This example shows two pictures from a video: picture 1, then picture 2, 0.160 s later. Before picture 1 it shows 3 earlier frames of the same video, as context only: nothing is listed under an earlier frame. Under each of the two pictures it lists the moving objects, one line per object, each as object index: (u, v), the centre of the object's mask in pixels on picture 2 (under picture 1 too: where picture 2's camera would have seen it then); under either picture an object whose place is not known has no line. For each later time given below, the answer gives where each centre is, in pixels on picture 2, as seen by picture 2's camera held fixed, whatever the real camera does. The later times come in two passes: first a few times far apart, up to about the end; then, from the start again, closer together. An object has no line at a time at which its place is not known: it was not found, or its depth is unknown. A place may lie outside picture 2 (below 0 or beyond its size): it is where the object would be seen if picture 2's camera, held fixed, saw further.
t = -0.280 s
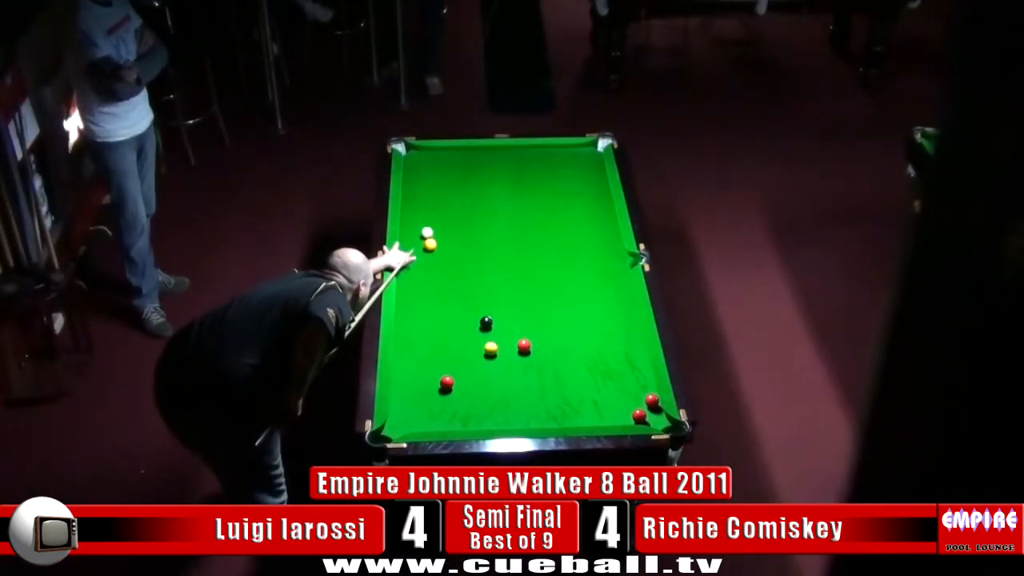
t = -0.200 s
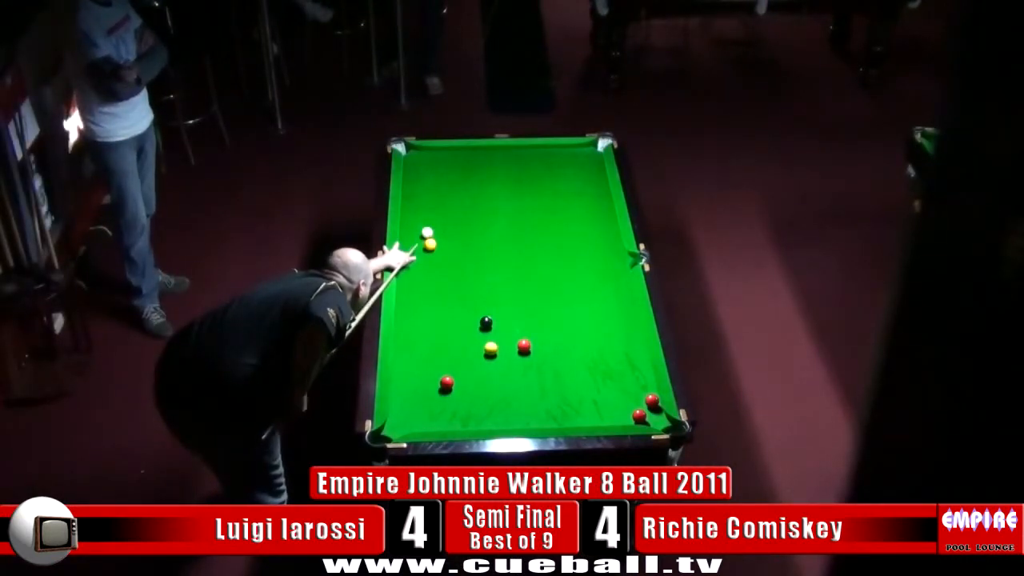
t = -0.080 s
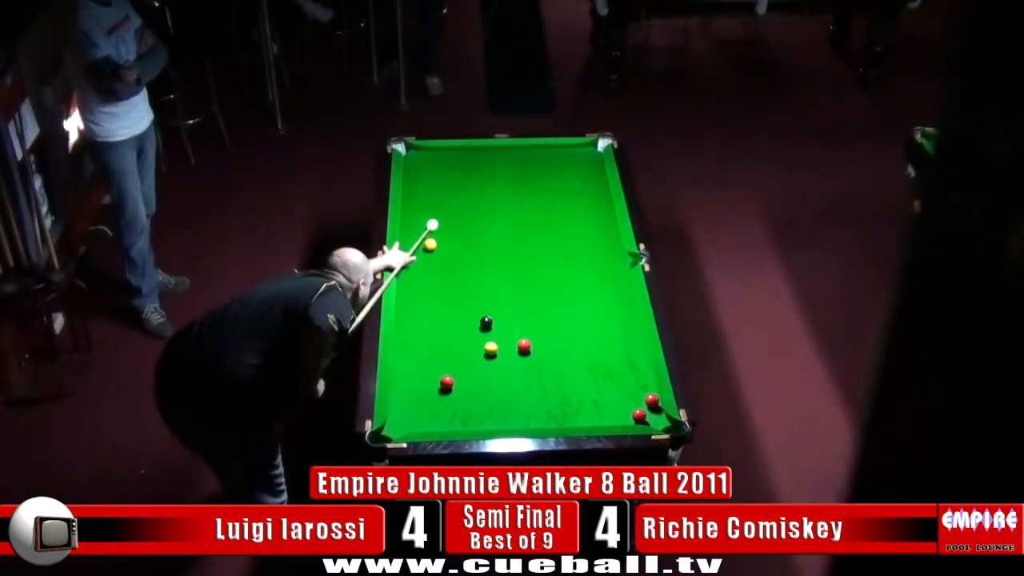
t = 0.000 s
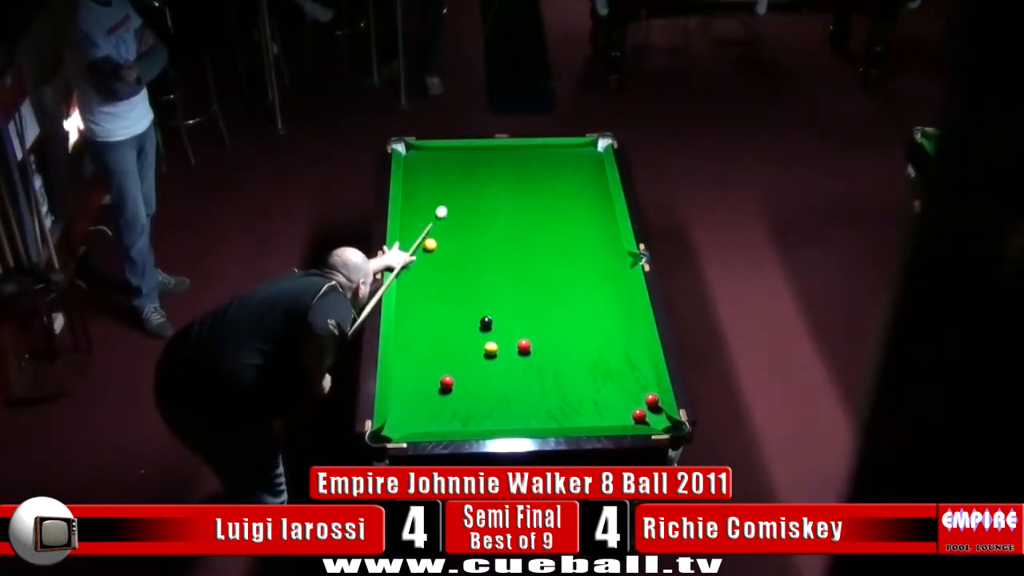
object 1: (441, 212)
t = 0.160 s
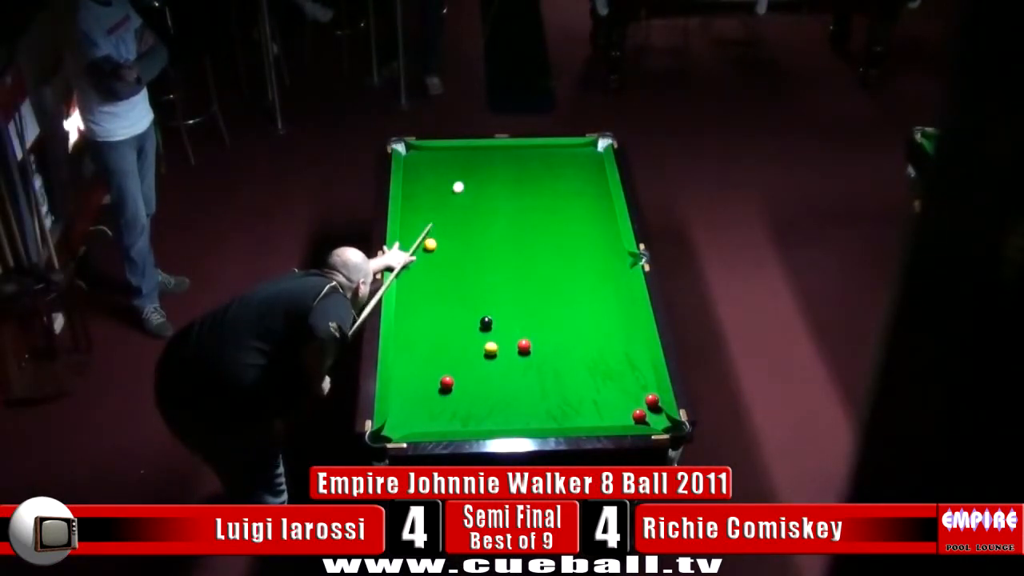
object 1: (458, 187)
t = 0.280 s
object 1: (470, 170)
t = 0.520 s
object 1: (489, 155)
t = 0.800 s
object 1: (507, 175)
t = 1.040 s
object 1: (522, 194)
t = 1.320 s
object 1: (540, 215)
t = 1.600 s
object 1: (558, 236)
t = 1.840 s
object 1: (573, 254)
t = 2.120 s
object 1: (590, 276)
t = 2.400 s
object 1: (607, 297)
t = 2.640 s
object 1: (622, 315)
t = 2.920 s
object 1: (638, 336)
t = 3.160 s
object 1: (637, 351)
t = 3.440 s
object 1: (634, 367)
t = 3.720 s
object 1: (633, 382)
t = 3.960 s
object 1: (631, 394)
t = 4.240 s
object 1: (629, 408)
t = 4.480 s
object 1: (623, 413)
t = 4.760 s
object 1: (615, 418)
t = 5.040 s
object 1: (610, 421)
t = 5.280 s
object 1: (607, 420)
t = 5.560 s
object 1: (606, 419)
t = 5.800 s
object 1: (606, 420)
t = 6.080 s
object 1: (606, 420)
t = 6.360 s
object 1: (606, 420)
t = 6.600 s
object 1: (606, 420)
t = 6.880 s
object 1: (606, 420)
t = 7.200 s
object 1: (603, 419)
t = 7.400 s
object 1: (606, 419)
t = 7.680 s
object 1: (606, 419)
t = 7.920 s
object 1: (606, 420)
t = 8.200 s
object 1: (606, 419)
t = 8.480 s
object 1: (606, 419)
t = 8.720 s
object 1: (606, 420)
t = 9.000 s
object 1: (606, 420)
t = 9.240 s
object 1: (606, 419)
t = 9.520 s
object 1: (606, 419)
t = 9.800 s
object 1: (606, 420)
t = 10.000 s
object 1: (606, 419)
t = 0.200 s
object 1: (462, 181)
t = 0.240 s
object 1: (466, 175)
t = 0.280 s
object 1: (470, 170)
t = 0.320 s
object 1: (473, 164)
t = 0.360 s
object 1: (477, 159)
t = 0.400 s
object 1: (481, 154)
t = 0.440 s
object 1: (484, 149)
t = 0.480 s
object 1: (487, 152)
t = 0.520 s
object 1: (489, 155)
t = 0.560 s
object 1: (492, 158)
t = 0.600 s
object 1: (494, 161)
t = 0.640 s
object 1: (497, 163)
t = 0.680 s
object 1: (499, 166)
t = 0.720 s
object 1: (502, 169)
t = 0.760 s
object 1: (504, 172)
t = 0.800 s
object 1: (507, 175)
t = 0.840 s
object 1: (509, 178)
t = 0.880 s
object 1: (512, 181)
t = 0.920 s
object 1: (515, 184)
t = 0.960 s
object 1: (517, 188)
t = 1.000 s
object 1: (520, 191)
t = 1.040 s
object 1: (522, 194)
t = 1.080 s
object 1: (525, 197)
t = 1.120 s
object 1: (527, 200)
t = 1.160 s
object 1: (530, 203)
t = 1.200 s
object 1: (532, 206)
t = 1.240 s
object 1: (535, 209)
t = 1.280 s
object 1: (537, 212)
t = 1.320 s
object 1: (540, 215)
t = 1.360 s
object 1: (543, 218)
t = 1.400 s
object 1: (545, 221)
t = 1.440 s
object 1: (548, 224)
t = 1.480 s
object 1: (550, 227)
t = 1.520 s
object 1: (553, 230)
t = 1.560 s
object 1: (555, 233)
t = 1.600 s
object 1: (558, 236)
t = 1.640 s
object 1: (560, 239)
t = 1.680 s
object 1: (563, 242)
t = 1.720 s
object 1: (565, 245)
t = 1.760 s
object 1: (568, 248)
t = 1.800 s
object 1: (570, 251)
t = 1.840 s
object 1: (573, 254)
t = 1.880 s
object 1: (576, 257)
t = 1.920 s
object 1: (578, 261)
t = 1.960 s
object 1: (581, 264)
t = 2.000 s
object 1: (583, 267)
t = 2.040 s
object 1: (585, 270)
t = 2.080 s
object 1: (588, 273)
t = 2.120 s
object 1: (590, 276)
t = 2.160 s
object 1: (593, 279)
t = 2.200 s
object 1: (596, 282)
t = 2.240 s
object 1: (598, 285)
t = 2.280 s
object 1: (600, 288)
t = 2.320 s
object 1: (603, 291)
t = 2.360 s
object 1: (605, 294)
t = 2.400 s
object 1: (607, 297)
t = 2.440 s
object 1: (610, 300)
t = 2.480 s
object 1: (612, 303)
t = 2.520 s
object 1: (615, 306)
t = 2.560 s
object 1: (617, 309)
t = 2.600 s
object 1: (620, 312)
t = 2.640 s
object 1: (622, 315)
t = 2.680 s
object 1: (624, 318)
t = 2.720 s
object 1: (627, 321)
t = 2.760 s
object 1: (629, 324)
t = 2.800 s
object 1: (631, 327)
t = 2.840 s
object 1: (634, 330)
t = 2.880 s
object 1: (636, 333)
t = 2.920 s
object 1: (638, 336)
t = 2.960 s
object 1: (638, 338)
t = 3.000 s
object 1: (638, 341)
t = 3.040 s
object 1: (637, 343)
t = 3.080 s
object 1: (637, 346)
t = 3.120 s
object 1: (637, 348)
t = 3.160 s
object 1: (637, 351)
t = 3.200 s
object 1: (636, 353)
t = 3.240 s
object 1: (636, 355)
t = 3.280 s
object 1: (635, 358)
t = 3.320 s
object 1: (635, 360)
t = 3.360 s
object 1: (635, 362)
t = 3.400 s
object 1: (634, 365)
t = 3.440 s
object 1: (634, 367)
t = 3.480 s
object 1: (634, 369)
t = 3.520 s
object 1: (634, 371)
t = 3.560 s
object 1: (634, 374)
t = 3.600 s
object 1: (633, 376)
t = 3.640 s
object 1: (633, 378)
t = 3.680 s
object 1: (633, 380)
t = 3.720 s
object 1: (633, 382)
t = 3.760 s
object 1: (633, 385)
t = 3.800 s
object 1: (632, 386)
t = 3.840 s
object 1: (632, 389)
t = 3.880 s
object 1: (632, 391)
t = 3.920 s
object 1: (631, 393)
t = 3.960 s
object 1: (631, 394)
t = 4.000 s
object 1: (631, 397)
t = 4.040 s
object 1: (631, 399)
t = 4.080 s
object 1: (630, 401)
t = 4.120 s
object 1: (630, 403)
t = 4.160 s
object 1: (630, 405)
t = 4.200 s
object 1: (629, 406)
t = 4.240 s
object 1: (629, 408)
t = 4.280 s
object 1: (628, 408)
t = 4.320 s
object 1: (626, 409)
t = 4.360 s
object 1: (625, 410)
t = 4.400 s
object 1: (625, 411)
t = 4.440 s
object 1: (624, 412)
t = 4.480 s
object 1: (623, 413)
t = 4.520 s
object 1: (621, 414)
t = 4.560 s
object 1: (620, 415)
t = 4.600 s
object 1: (619, 415)
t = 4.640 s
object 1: (619, 416)
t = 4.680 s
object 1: (617, 417)
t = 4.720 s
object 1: (616, 417)
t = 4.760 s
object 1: (615, 418)
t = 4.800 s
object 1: (615, 418)
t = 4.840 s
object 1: (614, 419)
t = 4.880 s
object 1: (613, 419)
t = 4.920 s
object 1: (612, 420)
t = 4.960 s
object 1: (611, 420)
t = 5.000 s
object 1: (610, 420)
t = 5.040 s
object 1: (610, 421)
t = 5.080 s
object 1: (609, 421)
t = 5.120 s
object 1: (609, 420)
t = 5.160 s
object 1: (608, 420)
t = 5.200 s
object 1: (608, 420)
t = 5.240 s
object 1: (608, 420)
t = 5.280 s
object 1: (607, 420)
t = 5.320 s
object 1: (607, 420)
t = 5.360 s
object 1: (607, 420)
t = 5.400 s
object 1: (606, 420)
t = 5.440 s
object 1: (606, 420)
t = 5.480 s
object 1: (607, 419)
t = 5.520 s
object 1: (606, 420)
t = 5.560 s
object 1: (606, 419)
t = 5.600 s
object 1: (606, 419)
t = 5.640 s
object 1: (606, 419)
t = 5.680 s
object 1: (606, 419)
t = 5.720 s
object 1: (606, 419)
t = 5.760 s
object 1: (606, 420)
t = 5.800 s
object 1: (606, 420)
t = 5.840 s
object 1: (606, 420)
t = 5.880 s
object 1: (606, 419)
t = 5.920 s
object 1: (606, 420)
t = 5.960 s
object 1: (606, 420)
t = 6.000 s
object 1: (606, 420)
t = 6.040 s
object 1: (606, 420)
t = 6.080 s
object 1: (606, 420)
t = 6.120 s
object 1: (606, 420)
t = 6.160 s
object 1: (606, 420)
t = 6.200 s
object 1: (606, 420)
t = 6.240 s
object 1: (606, 420)
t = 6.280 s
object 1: (606, 420)
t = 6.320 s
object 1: (606, 420)
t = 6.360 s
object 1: (606, 420)
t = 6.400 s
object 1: (606, 420)
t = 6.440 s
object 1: (606, 420)
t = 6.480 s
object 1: (606, 420)
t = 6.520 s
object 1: (606, 420)
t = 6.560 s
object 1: (606, 420)
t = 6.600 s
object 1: (606, 420)
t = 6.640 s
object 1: (606, 420)
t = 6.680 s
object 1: (606, 420)
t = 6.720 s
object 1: (606, 420)
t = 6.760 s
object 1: (606, 420)
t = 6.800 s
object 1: (606, 420)
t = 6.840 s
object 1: (606, 420)
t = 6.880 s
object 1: (606, 420)
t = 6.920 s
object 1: (606, 419)
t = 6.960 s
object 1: (606, 420)
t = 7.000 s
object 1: (606, 419)
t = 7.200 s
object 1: (603, 419)
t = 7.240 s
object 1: (606, 420)
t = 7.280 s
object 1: (606, 419)
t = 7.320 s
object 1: (606, 419)
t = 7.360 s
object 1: (606, 419)
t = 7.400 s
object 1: (606, 419)
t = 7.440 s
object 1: (606, 420)
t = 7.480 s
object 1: (606, 420)
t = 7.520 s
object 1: (607, 419)
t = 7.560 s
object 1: (606, 419)
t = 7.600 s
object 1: (606, 420)
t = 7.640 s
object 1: (606, 419)
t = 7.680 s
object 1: (606, 419)
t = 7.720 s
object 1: (606, 419)
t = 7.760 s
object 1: (606, 419)
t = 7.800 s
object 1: (606, 419)
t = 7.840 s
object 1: (606, 420)
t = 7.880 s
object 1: (606, 419)
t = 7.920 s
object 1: (606, 420)
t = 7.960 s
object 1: (606, 419)
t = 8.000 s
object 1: (606, 419)
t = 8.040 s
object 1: (606, 419)
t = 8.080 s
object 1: (606, 419)
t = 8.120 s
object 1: (606, 420)
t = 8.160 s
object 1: (606, 420)
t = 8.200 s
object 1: (606, 419)
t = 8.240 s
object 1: (606, 419)
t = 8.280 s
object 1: (606, 419)
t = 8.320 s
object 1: (606, 419)
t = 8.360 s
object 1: (606, 419)
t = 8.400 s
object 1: (606, 419)
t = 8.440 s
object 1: (606, 419)
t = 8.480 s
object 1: (606, 419)
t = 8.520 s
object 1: (606, 419)
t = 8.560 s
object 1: (606, 419)
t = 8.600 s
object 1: (606, 420)
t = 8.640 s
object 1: (606, 420)
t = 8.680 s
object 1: (606, 420)
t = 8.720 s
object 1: (606, 420)
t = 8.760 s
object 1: (606, 420)
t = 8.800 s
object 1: (606, 420)
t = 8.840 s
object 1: (606, 420)
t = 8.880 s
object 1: (606, 420)
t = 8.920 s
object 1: (606, 419)
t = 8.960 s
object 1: (606, 420)
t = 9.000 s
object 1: (606, 420)
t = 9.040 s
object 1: (606, 419)
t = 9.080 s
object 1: (606, 419)
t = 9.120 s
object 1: (606, 420)
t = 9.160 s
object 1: (606, 420)
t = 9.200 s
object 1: (606, 420)
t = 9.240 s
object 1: (606, 419)
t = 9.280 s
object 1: (606, 419)
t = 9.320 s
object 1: (606, 419)
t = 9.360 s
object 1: (606, 420)
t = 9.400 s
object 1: (606, 419)
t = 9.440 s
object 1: (606, 420)
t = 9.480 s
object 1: (606, 419)
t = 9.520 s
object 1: (606, 419)
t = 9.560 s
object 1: (606, 420)
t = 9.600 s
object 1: (606, 420)
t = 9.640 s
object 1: (606, 420)
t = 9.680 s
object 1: (606, 420)
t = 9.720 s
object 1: (606, 420)
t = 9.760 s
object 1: (606, 420)
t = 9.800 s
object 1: (606, 420)
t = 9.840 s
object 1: (606, 419)
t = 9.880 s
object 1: (606, 420)
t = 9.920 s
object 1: (606, 420)
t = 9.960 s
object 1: (606, 420)
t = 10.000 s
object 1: (606, 419)
